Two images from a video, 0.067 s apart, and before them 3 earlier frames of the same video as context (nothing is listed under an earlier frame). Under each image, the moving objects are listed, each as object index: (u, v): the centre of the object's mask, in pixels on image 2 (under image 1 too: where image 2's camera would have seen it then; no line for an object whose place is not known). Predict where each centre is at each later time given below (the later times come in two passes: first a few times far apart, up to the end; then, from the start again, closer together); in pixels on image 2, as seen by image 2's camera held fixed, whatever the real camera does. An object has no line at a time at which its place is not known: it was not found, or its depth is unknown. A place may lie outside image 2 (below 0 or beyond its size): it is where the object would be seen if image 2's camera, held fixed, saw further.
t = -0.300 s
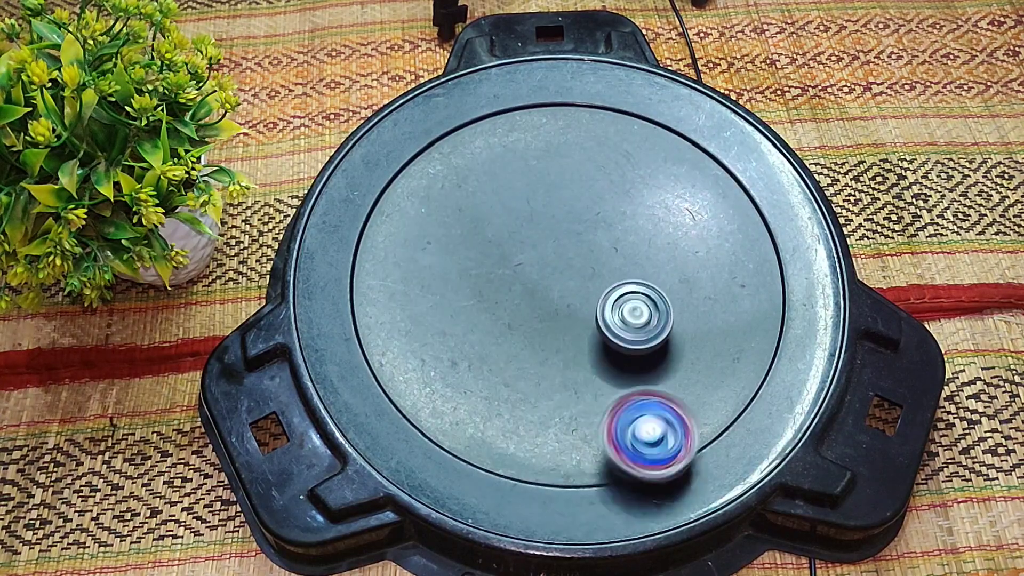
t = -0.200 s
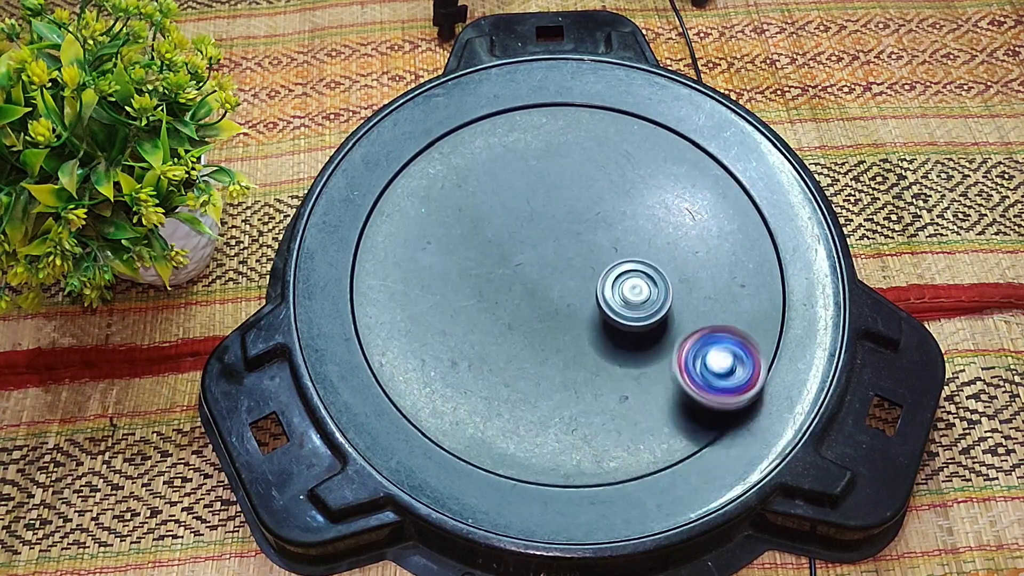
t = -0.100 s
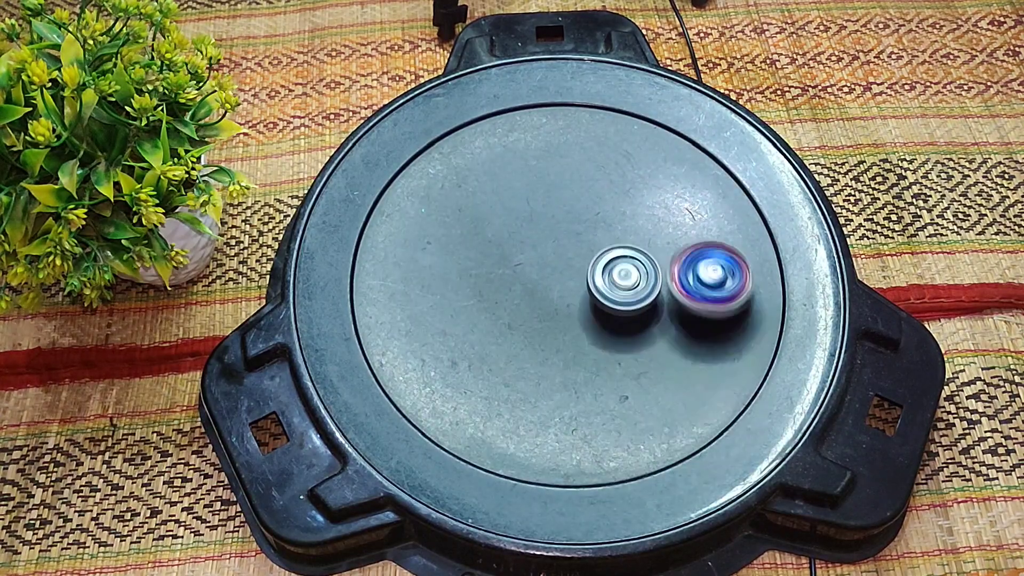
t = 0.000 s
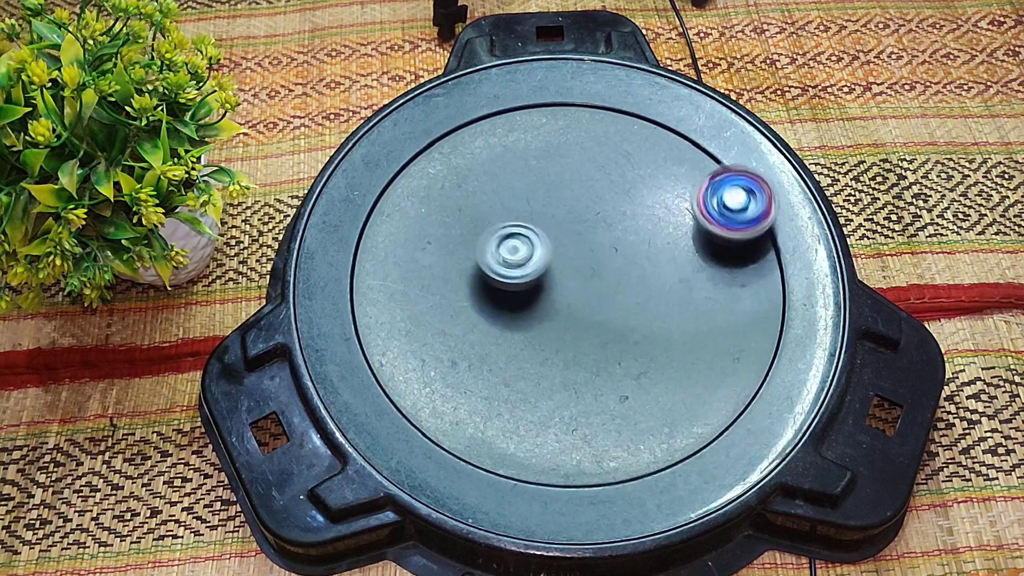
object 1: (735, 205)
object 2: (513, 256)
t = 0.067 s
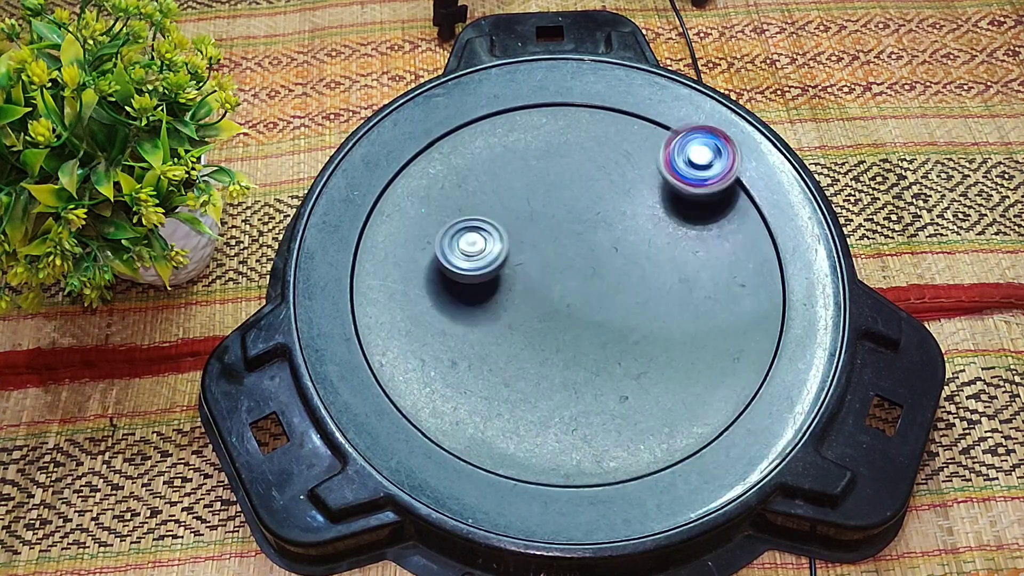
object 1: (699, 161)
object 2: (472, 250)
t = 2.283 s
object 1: (598, 392)
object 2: (550, 224)
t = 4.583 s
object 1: (452, 251)
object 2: (576, 267)
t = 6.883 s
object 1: (556, 355)
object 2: (522, 233)
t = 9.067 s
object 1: (577, 307)
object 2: (494, 293)
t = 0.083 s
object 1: (687, 152)
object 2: (466, 250)
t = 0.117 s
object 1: (661, 140)
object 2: (457, 253)
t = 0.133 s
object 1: (646, 136)
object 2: (454, 257)
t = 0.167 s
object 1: (616, 133)
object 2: (452, 265)
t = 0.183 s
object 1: (600, 134)
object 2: (451, 270)
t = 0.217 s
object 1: (572, 138)
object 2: (452, 281)
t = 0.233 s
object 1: (557, 144)
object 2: (454, 285)
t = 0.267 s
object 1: (530, 158)
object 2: (456, 293)
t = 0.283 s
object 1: (517, 167)
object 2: (459, 298)
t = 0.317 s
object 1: (495, 188)
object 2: (465, 305)
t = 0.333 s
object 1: (486, 200)
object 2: (467, 308)
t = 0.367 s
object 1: (472, 225)
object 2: (474, 315)
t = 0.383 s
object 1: (466, 240)
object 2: (478, 317)
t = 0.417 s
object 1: (461, 236)
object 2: (486, 357)
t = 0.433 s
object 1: (459, 229)
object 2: (492, 384)
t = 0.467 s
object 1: (455, 223)
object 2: (507, 434)
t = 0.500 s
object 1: (452, 227)
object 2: (526, 464)
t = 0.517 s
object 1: (449, 232)
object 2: (539, 474)
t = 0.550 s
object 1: (446, 250)
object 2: (562, 492)
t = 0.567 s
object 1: (445, 259)
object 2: (575, 500)
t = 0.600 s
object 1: (451, 279)
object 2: (597, 504)
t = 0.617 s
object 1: (457, 289)
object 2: (607, 505)
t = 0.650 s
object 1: (474, 305)
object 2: (625, 503)
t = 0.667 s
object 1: (485, 312)
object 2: (634, 500)
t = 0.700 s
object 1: (508, 322)
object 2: (648, 495)
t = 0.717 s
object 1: (521, 325)
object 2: (656, 490)
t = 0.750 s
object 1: (546, 326)
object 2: (668, 480)
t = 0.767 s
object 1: (559, 324)
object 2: (672, 475)
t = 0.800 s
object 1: (582, 317)
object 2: (680, 463)
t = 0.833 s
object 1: (602, 305)
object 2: (683, 451)
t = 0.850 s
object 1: (612, 298)
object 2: (684, 444)
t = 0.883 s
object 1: (626, 281)
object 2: (682, 426)
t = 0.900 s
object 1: (632, 271)
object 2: (681, 418)
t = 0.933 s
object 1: (638, 251)
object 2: (679, 397)
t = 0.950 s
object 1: (640, 241)
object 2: (676, 389)
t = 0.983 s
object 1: (636, 222)
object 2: (671, 373)
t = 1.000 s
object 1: (633, 211)
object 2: (668, 365)
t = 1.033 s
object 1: (622, 194)
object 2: (659, 352)
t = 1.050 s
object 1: (615, 187)
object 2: (655, 345)
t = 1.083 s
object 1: (595, 178)
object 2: (644, 332)
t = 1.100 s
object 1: (585, 175)
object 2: (639, 327)
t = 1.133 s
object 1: (563, 175)
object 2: (628, 317)
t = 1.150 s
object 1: (552, 177)
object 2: (621, 313)
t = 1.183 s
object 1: (533, 187)
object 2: (611, 308)
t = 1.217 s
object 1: (517, 201)
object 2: (599, 302)
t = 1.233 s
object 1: (512, 210)
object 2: (595, 301)
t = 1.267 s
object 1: (504, 231)
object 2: (585, 296)
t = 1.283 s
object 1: (503, 241)
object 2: (579, 295)
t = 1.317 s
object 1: (502, 260)
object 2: (575, 294)
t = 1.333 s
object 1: (499, 268)
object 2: (575, 296)
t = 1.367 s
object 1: (481, 278)
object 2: (601, 309)
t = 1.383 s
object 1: (476, 285)
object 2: (612, 314)
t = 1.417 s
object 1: (470, 303)
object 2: (628, 323)
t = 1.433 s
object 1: (470, 312)
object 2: (635, 325)
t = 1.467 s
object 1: (474, 332)
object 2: (641, 327)
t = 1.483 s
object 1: (478, 341)
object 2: (642, 326)
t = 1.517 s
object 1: (492, 357)
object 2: (643, 322)
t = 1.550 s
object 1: (511, 370)
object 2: (641, 318)
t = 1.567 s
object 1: (522, 374)
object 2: (640, 314)
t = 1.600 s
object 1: (546, 377)
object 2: (636, 309)
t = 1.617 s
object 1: (558, 377)
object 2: (634, 306)
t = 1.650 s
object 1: (581, 370)
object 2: (629, 301)
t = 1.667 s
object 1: (591, 364)
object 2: (627, 297)
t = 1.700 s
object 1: (601, 362)
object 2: (628, 282)
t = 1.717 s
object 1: (605, 361)
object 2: (629, 273)
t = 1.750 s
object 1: (616, 351)
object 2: (630, 256)
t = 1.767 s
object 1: (620, 344)
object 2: (628, 250)
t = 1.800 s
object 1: (622, 332)
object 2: (625, 239)
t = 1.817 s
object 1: (621, 325)
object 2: (622, 236)
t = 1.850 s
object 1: (615, 310)
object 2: (617, 230)
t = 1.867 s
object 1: (609, 302)
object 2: (613, 227)
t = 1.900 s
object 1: (594, 295)
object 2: (608, 223)
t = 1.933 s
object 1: (577, 302)
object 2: (603, 210)
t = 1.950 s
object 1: (568, 307)
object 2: (600, 207)
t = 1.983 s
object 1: (553, 319)
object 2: (593, 201)
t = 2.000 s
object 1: (548, 326)
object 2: (590, 200)
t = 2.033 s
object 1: (539, 342)
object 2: (583, 198)
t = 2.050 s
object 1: (536, 349)
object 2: (580, 199)
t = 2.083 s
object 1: (534, 366)
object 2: (575, 200)
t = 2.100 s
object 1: (535, 374)
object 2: (571, 202)
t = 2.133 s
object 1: (541, 390)
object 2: (566, 204)
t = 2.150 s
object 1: (546, 395)
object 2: (563, 206)
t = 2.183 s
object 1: (559, 404)
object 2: (559, 210)
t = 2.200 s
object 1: (565, 406)
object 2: (557, 211)
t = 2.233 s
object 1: (580, 405)
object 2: (553, 217)
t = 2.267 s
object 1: (593, 398)
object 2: (551, 220)
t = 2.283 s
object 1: (598, 392)
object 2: (550, 224)
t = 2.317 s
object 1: (604, 375)
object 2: (550, 228)
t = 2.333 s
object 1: (604, 368)
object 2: (550, 232)
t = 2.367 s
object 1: (601, 350)
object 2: (550, 237)
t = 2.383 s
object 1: (598, 343)
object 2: (550, 241)
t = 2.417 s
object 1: (587, 325)
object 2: (551, 246)
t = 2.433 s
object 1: (580, 318)
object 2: (550, 249)
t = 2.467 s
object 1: (574, 330)
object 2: (547, 235)
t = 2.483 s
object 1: (573, 338)
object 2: (543, 228)
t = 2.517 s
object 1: (571, 351)
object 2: (541, 218)
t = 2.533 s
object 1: (571, 357)
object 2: (539, 217)
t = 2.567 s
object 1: (574, 370)
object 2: (537, 214)
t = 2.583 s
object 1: (576, 377)
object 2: (536, 213)
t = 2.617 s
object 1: (583, 386)
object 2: (536, 214)
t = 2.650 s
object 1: (591, 392)
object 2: (534, 218)
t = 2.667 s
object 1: (595, 394)
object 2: (535, 220)
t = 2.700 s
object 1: (602, 394)
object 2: (533, 226)
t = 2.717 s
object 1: (605, 393)
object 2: (534, 229)
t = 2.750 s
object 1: (609, 389)
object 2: (532, 236)
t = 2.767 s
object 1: (611, 385)
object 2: (533, 240)
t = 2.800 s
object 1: (612, 377)
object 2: (532, 247)
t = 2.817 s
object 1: (612, 372)
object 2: (533, 251)
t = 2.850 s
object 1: (609, 359)
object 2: (533, 257)
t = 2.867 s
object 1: (607, 353)
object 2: (535, 261)
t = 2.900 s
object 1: (597, 341)
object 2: (536, 266)
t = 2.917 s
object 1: (592, 334)
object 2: (538, 269)
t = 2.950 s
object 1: (584, 334)
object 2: (534, 262)
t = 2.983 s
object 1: (578, 340)
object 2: (527, 247)
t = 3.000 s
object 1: (576, 342)
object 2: (523, 242)
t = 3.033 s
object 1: (572, 344)
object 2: (522, 234)
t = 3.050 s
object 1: (570, 346)
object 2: (521, 232)
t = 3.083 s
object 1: (567, 348)
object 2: (521, 230)
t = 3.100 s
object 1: (565, 349)
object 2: (521, 230)
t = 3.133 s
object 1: (563, 349)
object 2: (522, 232)
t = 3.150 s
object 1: (561, 350)
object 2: (522, 233)
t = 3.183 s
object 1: (559, 351)
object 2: (524, 237)
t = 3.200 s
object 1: (558, 351)
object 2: (524, 238)
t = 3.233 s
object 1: (555, 350)
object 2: (525, 243)
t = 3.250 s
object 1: (555, 349)
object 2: (524, 246)
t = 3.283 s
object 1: (552, 346)
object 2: (525, 252)
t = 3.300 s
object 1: (551, 346)
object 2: (525, 256)
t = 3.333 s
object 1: (548, 342)
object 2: (526, 262)
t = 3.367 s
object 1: (545, 339)
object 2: (527, 268)
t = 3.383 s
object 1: (544, 344)
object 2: (527, 266)
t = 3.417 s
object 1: (544, 352)
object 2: (528, 262)
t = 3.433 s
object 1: (544, 356)
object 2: (530, 260)
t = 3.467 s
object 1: (548, 362)
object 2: (532, 259)
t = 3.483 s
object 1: (550, 366)
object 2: (534, 259)
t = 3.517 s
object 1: (554, 368)
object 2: (539, 261)
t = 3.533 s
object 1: (556, 369)
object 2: (541, 261)
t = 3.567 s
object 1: (562, 369)
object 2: (545, 265)
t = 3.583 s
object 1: (564, 367)
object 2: (547, 267)
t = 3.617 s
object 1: (569, 364)
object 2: (551, 271)
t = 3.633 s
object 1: (571, 361)
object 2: (552, 272)
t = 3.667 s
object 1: (574, 355)
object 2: (557, 276)
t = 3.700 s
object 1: (576, 351)
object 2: (560, 276)
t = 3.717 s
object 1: (575, 363)
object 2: (564, 256)
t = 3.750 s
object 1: (573, 381)
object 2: (569, 224)
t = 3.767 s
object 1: (574, 387)
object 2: (571, 209)
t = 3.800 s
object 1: (576, 398)
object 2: (575, 187)
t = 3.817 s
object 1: (579, 404)
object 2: (575, 179)
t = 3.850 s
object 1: (585, 413)
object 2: (577, 168)
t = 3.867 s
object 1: (589, 416)
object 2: (576, 165)
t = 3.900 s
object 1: (594, 417)
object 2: (575, 162)
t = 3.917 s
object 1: (596, 417)
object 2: (574, 162)
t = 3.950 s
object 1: (600, 415)
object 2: (569, 163)
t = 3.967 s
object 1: (602, 412)
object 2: (567, 163)
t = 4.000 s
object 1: (604, 404)
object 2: (563, 166)
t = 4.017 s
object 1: (604, 398)
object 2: (562, 168)
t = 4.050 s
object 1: (599, 386)
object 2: (559, 171)
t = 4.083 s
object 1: (592, 376)
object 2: (556, 175)
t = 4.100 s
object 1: (588, 370)
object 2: (556, 177)
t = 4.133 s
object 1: (580, 359)
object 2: (554, 181)
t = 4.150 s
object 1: (576, 354)
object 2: (555, 183)
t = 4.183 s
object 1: (567, 344)
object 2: (555, 188)
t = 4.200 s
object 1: (562, 339)
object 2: (556, 191)
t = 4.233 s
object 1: (552, 329)
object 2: (557, 197)
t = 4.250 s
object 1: (548, 325)
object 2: (558, 200)
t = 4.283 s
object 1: (537, 314)
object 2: (560, 208)
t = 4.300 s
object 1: (533, 310)
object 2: (561, 211)
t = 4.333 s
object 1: (523, 302)
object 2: (564, 219)
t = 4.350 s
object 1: (518, 297)
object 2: (564, 223)
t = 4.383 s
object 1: (508, 288)
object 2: (567, 231)
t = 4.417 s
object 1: (498, 281)
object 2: (569, 239)
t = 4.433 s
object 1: (493, 277)
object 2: (569, 243)
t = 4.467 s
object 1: (484, 269)
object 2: (571, 249)
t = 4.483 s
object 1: (479, 267)
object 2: (571, 252)
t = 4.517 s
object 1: (469, 260)
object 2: (572, 257)
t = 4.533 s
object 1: (465, 257)
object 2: (573, 261)
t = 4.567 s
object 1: (456, 252)
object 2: (574, 264)
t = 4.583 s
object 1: (452, 251)
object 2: (576, 267)
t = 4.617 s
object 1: (446, 249)
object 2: (578, 271)
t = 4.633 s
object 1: (444, 249)
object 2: (580, 273)
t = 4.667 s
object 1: (441, 249)
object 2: (583, 278)
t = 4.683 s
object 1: (441, 250)
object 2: (584, 279)
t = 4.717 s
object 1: (442, 253)
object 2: (587, 284)
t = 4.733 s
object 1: (443, 254)
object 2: (588, 286)
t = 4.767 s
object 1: (448, 257)
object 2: (591, 290)
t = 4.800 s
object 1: (458, 261)
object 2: (593, 295)
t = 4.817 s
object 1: (464, 263)
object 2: (594, 296)
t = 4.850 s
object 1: (477, 264)
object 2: (596, 300)
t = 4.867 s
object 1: (482, 265)
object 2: (596, 302)
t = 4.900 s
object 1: (496, 266)
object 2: (597, 305)
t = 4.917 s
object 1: (502, 266)
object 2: (598, 307)
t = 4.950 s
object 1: (514, 264)
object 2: (598, 310)
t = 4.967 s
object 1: (521, 264)
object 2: (599, 312)
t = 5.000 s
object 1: (534, 262)
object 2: (597, 314)
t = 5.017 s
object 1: (540, 261)
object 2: (598, 315)
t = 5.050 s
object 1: (550, 254)
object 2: (600, 322)
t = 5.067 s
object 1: (555, 250)
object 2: (602, 326)
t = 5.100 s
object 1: (562, 242)
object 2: (605, 334)
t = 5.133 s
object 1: (569, 234)
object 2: (605, 340)
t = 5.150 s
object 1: (573, 230)
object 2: (605, 341)
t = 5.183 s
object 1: (578, 222)
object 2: (604, 344)
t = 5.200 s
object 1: (581, 218)
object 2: (603, 345)
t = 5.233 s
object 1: (585, 210)
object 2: (602, 346)
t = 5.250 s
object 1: (587, 206)
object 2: (601, 347)
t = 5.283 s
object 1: (590, 199)
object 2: (598, 347)
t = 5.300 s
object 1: (591, 195)
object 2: (597, 347)
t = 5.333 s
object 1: (591, 192)
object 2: (594, 347)
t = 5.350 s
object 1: (590, 191)
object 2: (593, 346)
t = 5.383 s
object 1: (589, 190)
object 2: (590, 346)
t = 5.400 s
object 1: (588, 190)
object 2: (587, 345)
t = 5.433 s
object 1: (585, 192)
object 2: (584, 344)
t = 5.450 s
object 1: (584, 195)
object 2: (581, 343)
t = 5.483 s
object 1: (581, 201)
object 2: (577, 342)
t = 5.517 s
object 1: (581, 209)
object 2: (574, 340)
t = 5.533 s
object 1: (581, 213)
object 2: (571, 340)
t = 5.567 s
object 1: (581, 224)
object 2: (567, 338)
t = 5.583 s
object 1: (582, 229)
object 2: (566, 338)
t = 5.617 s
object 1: (583, 238)
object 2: (561, 337)
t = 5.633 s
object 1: (585, 243)
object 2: (559, 335)
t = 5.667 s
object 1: (587, 253)
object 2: (555, 334)
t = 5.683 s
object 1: (588, 258)
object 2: (553, 332)
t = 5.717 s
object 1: (592, 268)
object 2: (549, 330)
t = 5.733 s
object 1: (597, 268)
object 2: (544, 334)
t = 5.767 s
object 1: (608, 270)
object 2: (533, 338)
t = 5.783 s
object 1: (613, 272)
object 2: (530, 339)
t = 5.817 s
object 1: (622, 274)
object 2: (523, 341)
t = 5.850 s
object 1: (631, 274)
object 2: (518, 341)
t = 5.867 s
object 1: (635, 274)
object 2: (517, 340)
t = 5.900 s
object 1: (642, 275)
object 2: (513, 340)
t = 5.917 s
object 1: (645, 274)
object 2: (512, 338)
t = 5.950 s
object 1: (650, 275)
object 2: (511, 336)
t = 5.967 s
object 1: (651, 274)
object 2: (509, 336)
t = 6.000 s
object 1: (653, 275)
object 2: (508, 333)
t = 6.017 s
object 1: (653, 275)
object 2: (508, 332)
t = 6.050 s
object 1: (652, 275)
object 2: (507, 329)
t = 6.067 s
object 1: (651, 275)
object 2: (507, 327)
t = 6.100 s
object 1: (647, 277)
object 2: (507, 324)
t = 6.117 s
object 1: (645, 277)
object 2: (506, 323)
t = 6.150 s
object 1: (640, 280)
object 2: (506, 319)
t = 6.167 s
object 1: (637, 281)
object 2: (506, 318)
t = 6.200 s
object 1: (629, 285)
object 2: (506, 314)
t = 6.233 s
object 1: (621, 290)
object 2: (507, 309)
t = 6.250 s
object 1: (617, 293)
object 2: (508, 308)
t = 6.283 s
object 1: (611, 298)
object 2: (508, 304)
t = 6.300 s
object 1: (607, 302)
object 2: (509, 301)
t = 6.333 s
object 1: (600, 307)
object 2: (510, 298)
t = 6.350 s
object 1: (597, 310)
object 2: (510, 296)
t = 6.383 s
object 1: (589, 317)
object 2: (512, 292)
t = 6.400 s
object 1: (589, 321)
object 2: (510, 288)
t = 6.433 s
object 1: (589, 331)
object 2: (498, 274)
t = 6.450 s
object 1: (588, 336)
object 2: (494, 268)
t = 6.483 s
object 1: (587, 342)
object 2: (490, 259)
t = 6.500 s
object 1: (586, 346)
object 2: (488, 255)
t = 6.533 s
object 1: (584, 354)
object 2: (487, 249)
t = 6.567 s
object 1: (583, 359)
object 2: (488, 244)
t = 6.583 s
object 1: (582, 362)
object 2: (489, 243)
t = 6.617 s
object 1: (580, 367)
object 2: (490, 241)
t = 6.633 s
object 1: (580, 368)
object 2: (492, 239)
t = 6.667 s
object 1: (577, 371)
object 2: (495, 238)
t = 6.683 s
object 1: (576, 371)
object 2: (495, 238)
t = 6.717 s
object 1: (574, 373)
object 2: (499, 236)
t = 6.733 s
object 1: (573, 372)
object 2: (501, 236)
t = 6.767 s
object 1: (570, 370)
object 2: (505, 235)
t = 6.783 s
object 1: (569, 370)
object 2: (507, 234)
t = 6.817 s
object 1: (565, 366)
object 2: (512, 233)
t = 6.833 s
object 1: (563, 365)
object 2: (514, 234)
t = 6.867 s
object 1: (559, 360)
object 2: (518, 234)
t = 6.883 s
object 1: (556, 355)
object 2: (522, 233)
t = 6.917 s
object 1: (551, 351)
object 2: (526, 233)
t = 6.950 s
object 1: (545, 346)
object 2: (530, 234)
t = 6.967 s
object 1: (542, 342)
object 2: (533, 233)
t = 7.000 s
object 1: (537, 335)
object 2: (538, 234)
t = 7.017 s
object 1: (535, 334)
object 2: (540, 235)
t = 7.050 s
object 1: (530, 327)
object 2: (545, 235)
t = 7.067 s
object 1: (528, 323)
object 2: (548, 236)
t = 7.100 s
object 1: (523, 316)
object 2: (554, 237)
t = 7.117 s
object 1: (522, 314)
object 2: (556, 237)
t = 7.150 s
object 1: (518, 308)
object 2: (561, 239)
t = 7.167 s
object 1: (517, 305)
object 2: (564, 240)
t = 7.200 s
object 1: (514, 297)
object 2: (570, 242)
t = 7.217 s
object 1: (512, 293)
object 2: (573, 242)
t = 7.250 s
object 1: (511, 287)
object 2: (578, 245)
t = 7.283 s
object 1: (509, 281)
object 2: (583, 247)
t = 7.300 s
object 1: (508, 277)
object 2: (585, 248)
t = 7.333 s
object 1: (507, 270)
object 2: (590, 250)
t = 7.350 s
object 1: (507, 268)
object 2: (592, 252)
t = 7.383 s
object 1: (507, 261)
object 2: (596, 255)
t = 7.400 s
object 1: (507, 258)
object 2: (599, 256)
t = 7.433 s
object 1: (508, 251)
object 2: (603, 259)
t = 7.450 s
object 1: (508, 249)
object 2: (604, 261)
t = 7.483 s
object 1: (509, 244)
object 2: (607, 265)
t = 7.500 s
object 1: (509, 242)
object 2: (609, 267)
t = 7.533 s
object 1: (511, 238)
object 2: (612, 271)
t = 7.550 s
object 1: (513, 237)
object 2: (613, 273)
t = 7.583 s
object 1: (516, 234)
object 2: (615, 277)
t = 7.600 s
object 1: (517, 233)
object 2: (616, 279)
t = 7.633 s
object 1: (521, 230)
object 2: (617, 283)
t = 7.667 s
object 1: (525, 229)
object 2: (618, 288)
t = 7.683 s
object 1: (527, 228)
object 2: (619, 290)
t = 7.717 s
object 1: (531, 228)
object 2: (620, 294)
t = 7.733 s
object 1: (532, 228)
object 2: (619, 296)
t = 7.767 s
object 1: (537, 229)
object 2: (619, 301)
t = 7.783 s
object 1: (539, 230)
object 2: (620, 303)
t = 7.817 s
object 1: (545, 233)
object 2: (619, 308)
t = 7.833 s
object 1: (547, 234)
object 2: (617, 309)
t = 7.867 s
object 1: (552, 236)
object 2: (616, 313)
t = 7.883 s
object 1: (555, 238)
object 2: (616, 316)
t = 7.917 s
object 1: (562, 242)
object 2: (614, 320)
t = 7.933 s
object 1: (565, 244)
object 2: (612, 321)
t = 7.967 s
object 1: (569, 247)
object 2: (610, 325)
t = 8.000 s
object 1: (575, 251)
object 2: (607, 329)
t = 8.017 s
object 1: (577, 253)
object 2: (605, 331)
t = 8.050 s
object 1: (583, 258)
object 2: (601, 334)
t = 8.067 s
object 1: (585, 261)
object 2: (600, 335)
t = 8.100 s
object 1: (589, 263)
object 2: (596, 340)
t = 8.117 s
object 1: (591, 259)
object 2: (592, 347)
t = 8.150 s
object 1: (597, 260)
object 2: (585, 357)
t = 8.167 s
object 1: (599, 260)
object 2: (582, 361)
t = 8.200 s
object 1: (598, 261)
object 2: (576, 367)
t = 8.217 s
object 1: (598, 260)
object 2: (573, 368)
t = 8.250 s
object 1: (602, 261)
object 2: (568, 370)
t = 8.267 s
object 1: (603, 262)
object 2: (567, 372)
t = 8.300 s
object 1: (603, 265)
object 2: (564, 373)
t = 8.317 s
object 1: (602, 266)
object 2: (561, 372)
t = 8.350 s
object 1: (603, 268)
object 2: (557, 372)
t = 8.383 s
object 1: (602, 272)
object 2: (554, 370)
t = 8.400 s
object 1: (602, 274)
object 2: (552, 371)
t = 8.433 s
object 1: (601, 277)
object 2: (548, 368)
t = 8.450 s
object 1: (600, 280)
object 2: (546, 366)
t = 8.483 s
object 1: (597, 286)
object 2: (543, 363)
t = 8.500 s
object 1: (596, 288)
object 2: (541, 362)
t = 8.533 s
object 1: (594, 292)
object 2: (537, 359)
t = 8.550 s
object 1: (594, 294)
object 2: (536, 356)
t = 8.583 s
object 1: (590, 299)
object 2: (533, 352)
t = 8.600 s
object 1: (588, 302)
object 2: (530, 351)
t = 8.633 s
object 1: (594, 303)
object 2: (517, 351)
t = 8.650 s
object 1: (596, 305)
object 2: (512, 349)
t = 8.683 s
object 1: (598, 305)
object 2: (505, 345)
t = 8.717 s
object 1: (600, 306)
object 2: (499, 341)
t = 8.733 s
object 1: (601, 305)
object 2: (497, 340)
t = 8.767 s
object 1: (603, 305)
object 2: (493, 336)
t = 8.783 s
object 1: (604, 304)
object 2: (493, 334)
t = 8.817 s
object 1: (603, 304)
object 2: (491, 330)
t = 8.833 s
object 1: (603, 303)
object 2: (490, 328)
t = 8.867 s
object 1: (600, 302)
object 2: (489, 324)
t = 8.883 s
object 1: (599, 302)
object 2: (489, 321)
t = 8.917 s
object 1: (596, 302)
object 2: (489, 317)
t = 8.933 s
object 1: (595, 302)
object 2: (489, 315)
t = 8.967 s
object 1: (590, 303)
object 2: (489, 310)
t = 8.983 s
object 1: (588, 303)
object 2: (490, 308)
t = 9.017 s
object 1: (584, 305)
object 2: (491, 303)
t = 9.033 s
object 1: (582, 305)
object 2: (492, 301)
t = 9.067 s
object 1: (577, 307)
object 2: (494, 293)
